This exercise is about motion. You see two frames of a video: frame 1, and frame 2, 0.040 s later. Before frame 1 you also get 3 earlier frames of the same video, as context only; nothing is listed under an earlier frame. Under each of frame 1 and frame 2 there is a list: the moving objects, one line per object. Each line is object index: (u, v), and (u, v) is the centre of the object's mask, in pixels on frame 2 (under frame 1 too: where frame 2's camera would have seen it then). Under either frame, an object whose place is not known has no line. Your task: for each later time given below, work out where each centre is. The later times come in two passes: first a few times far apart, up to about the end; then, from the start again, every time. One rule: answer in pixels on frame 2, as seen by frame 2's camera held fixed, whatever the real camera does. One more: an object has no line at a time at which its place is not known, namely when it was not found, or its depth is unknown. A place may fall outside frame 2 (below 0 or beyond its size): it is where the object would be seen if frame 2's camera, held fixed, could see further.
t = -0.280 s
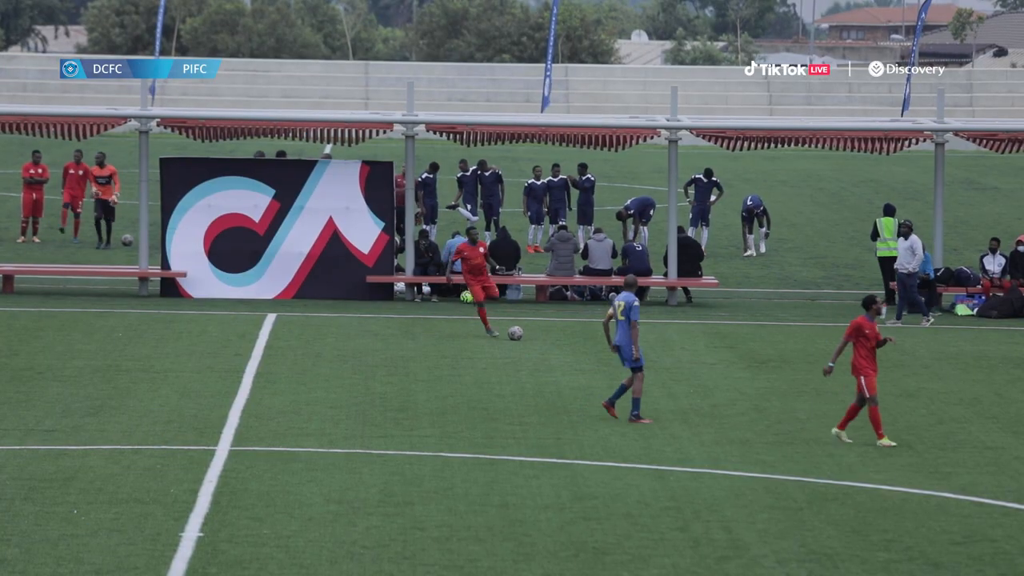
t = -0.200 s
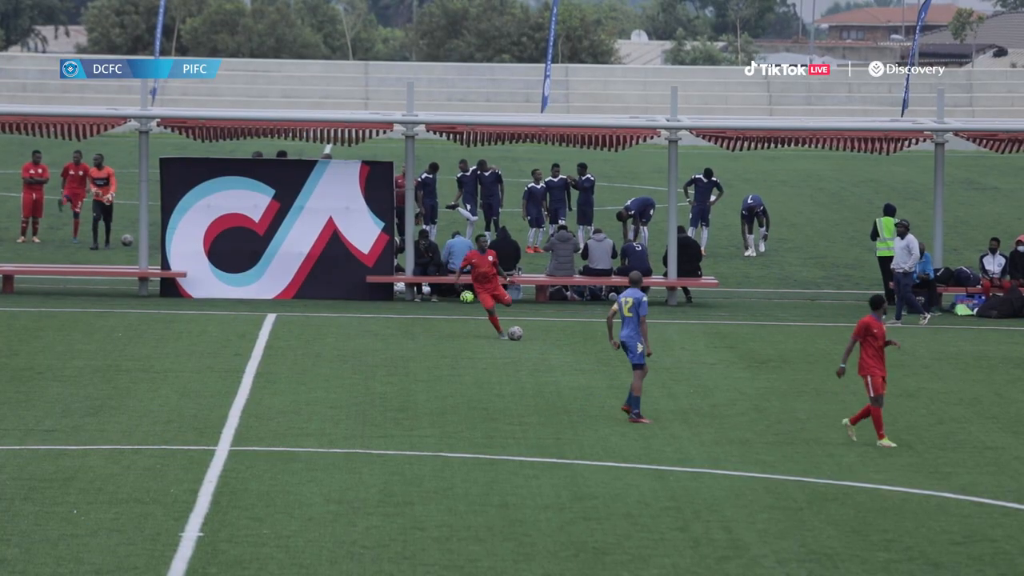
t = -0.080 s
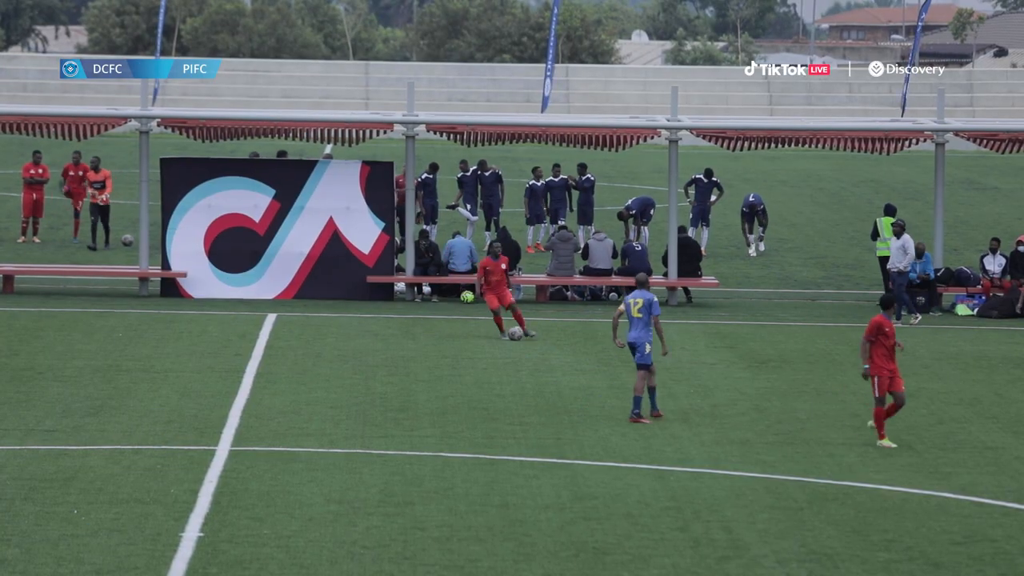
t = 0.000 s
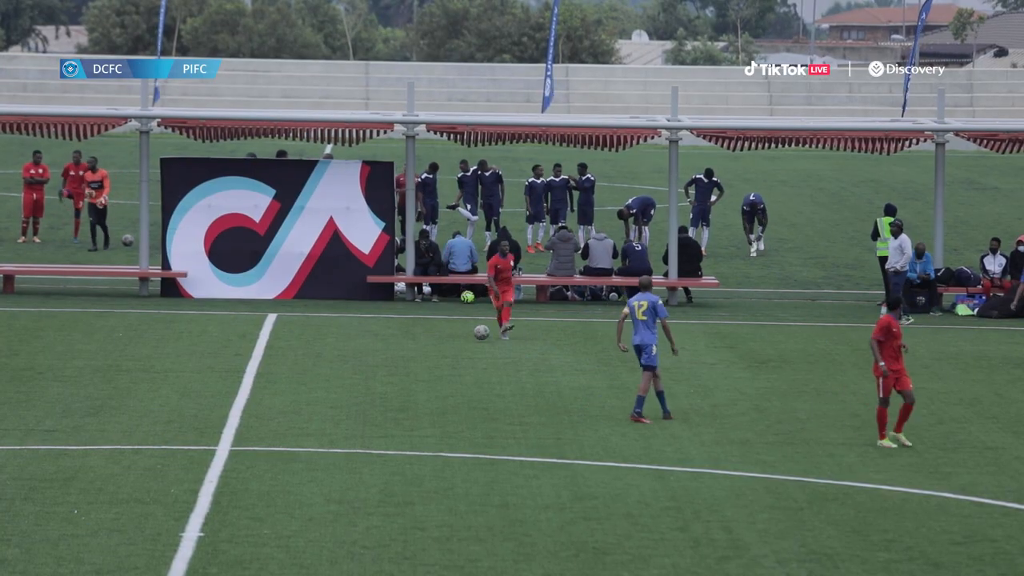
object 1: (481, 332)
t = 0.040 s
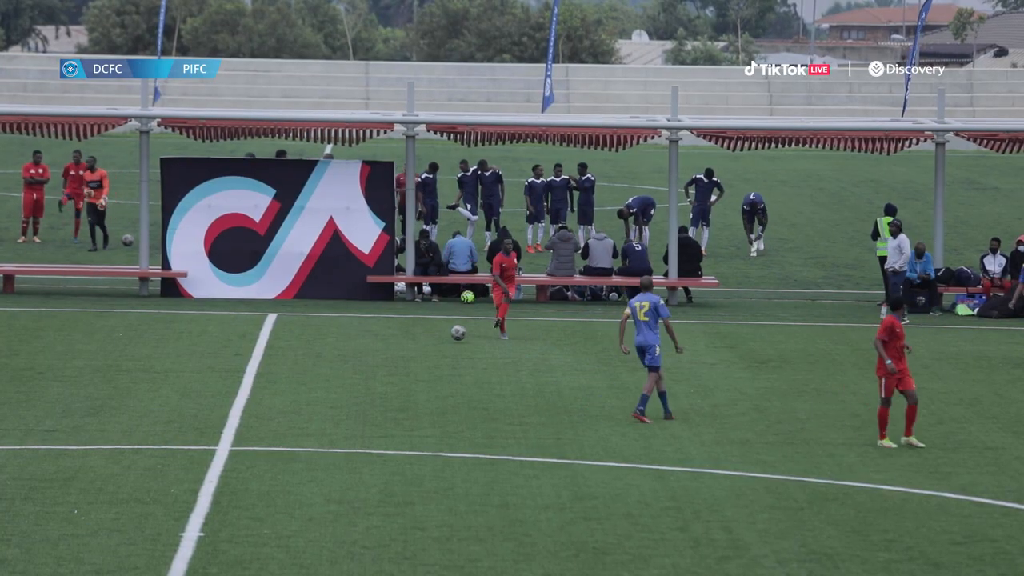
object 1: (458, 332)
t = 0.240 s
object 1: (346, 338)
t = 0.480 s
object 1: (229, 346)
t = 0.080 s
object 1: (434, 334)
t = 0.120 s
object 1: (411, 337)
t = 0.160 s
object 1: (388, 339)
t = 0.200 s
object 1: (367, 338)
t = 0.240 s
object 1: (346, 338)
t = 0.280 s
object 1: (325, 340)
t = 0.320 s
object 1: (304, 343)
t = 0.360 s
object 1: (285, 343)
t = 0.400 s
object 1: (266, 344)
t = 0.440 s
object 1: (248, 345)
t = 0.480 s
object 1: (229, 346)
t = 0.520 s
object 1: (211, 347)
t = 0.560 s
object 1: (194, 347)
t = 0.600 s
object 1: (177, 348)
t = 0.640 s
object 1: (160, 349)
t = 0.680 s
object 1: (144, 350)
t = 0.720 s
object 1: (128, 350)
